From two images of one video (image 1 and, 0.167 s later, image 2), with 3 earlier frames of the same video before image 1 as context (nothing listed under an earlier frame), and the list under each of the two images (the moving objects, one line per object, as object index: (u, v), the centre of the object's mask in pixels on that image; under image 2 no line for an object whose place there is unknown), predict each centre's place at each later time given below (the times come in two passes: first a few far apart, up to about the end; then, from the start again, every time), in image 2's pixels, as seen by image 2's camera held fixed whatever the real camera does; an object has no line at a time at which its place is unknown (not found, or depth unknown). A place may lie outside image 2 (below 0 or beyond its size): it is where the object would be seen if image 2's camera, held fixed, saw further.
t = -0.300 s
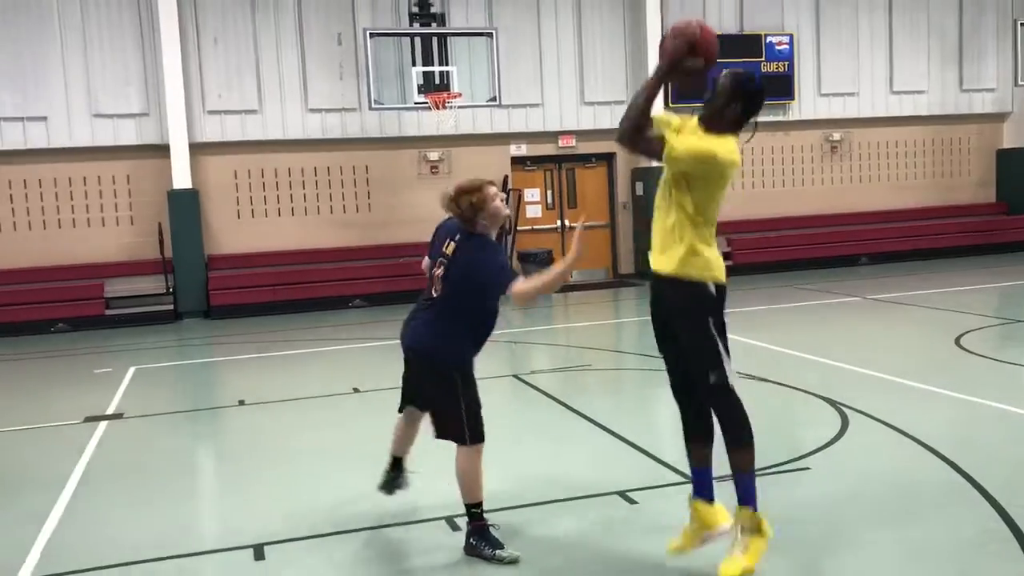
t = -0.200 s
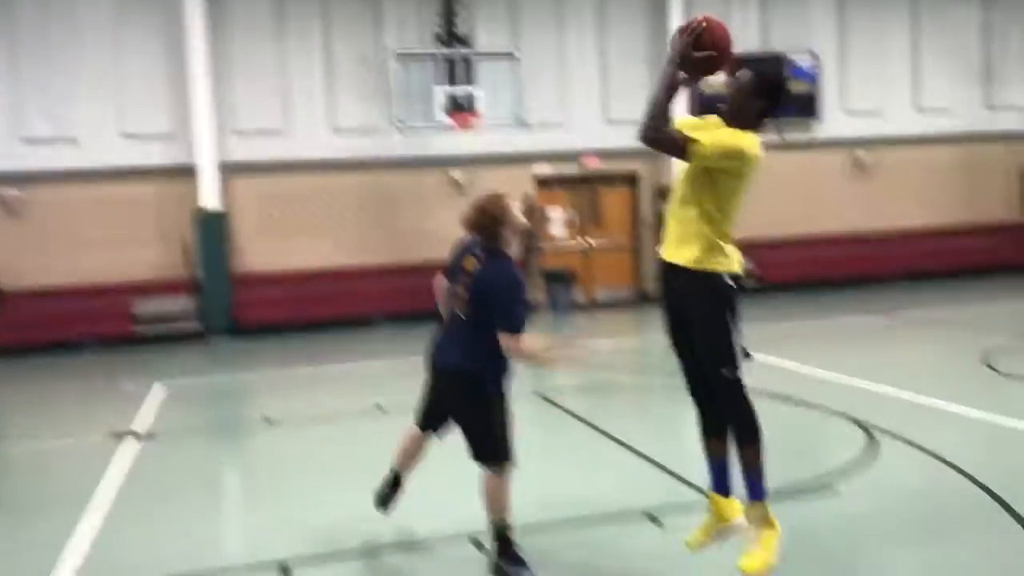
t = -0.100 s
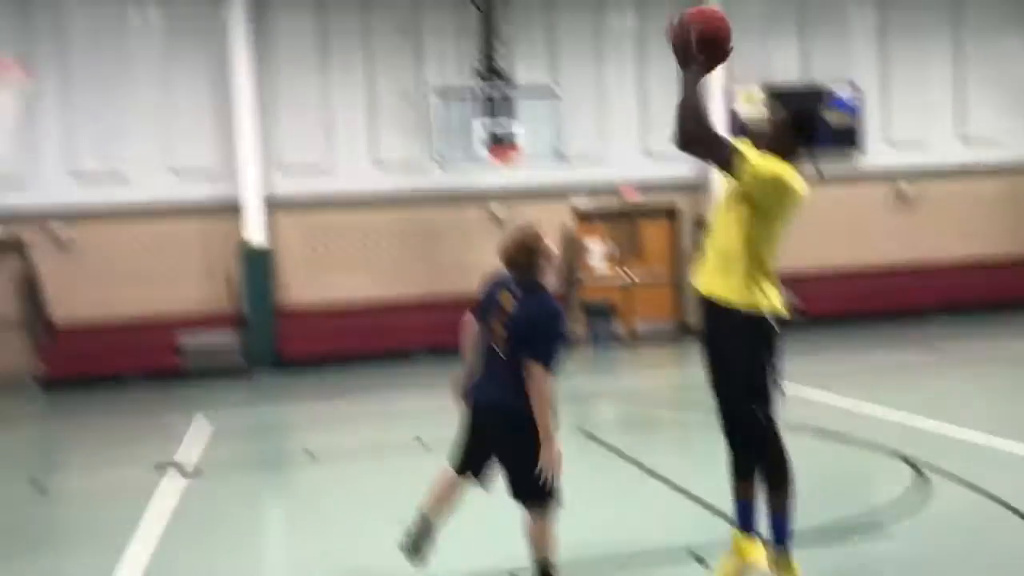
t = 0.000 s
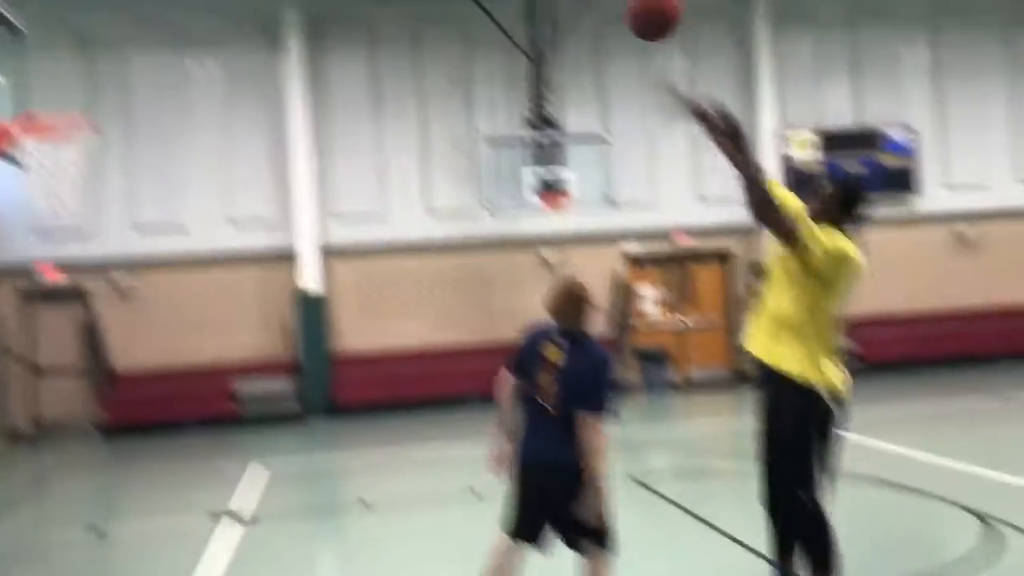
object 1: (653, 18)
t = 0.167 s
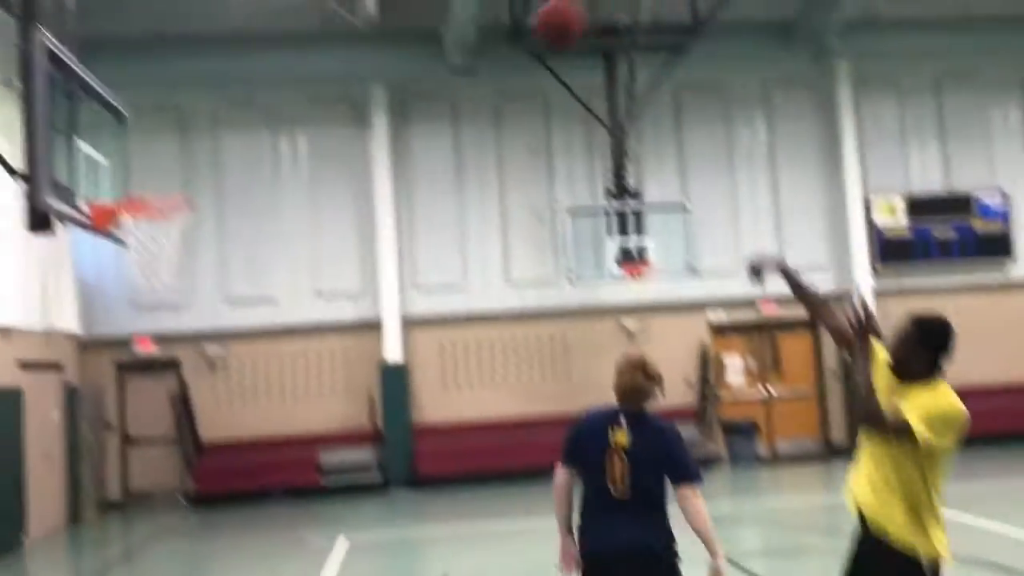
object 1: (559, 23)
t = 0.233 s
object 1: (501, 15)
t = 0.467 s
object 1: (331, 50)
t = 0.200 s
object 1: (530, 18)
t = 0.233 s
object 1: (501, 15)
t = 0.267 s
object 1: (474, 17)
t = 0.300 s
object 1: (447, 18)
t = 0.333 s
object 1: (422, 22)
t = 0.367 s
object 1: (398, 27)
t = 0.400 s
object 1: (375, 33)
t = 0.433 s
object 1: (352, 40)
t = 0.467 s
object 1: (331, 50)
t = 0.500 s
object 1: (310, 60)
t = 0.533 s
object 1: (290, 73)
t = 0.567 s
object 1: (271, 86)
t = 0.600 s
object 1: (256, 99)
